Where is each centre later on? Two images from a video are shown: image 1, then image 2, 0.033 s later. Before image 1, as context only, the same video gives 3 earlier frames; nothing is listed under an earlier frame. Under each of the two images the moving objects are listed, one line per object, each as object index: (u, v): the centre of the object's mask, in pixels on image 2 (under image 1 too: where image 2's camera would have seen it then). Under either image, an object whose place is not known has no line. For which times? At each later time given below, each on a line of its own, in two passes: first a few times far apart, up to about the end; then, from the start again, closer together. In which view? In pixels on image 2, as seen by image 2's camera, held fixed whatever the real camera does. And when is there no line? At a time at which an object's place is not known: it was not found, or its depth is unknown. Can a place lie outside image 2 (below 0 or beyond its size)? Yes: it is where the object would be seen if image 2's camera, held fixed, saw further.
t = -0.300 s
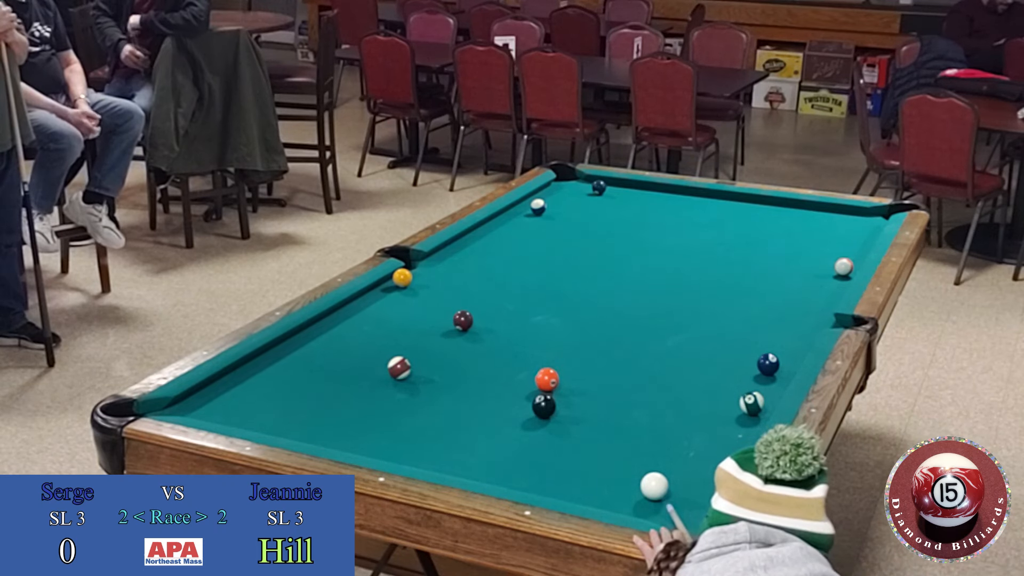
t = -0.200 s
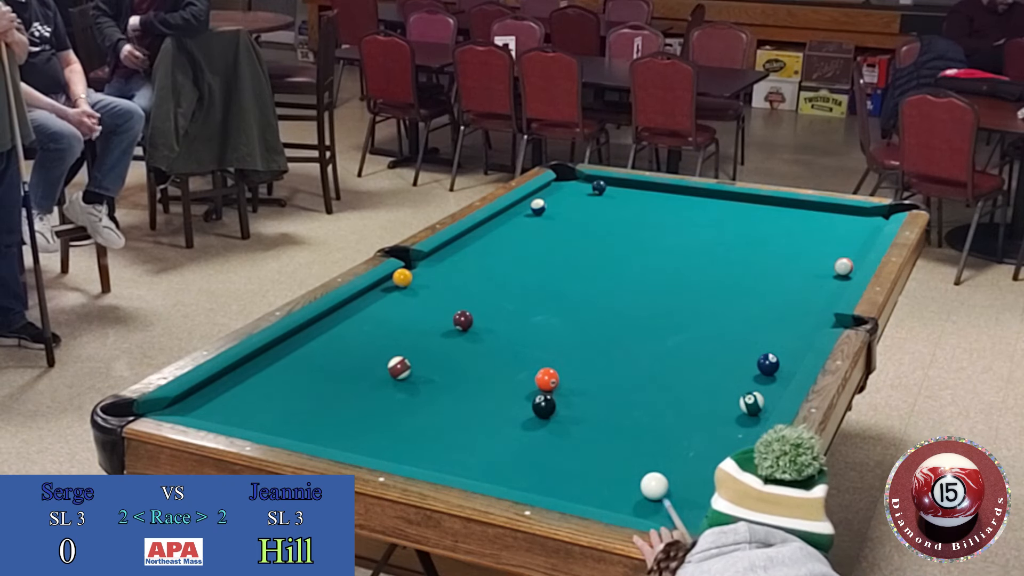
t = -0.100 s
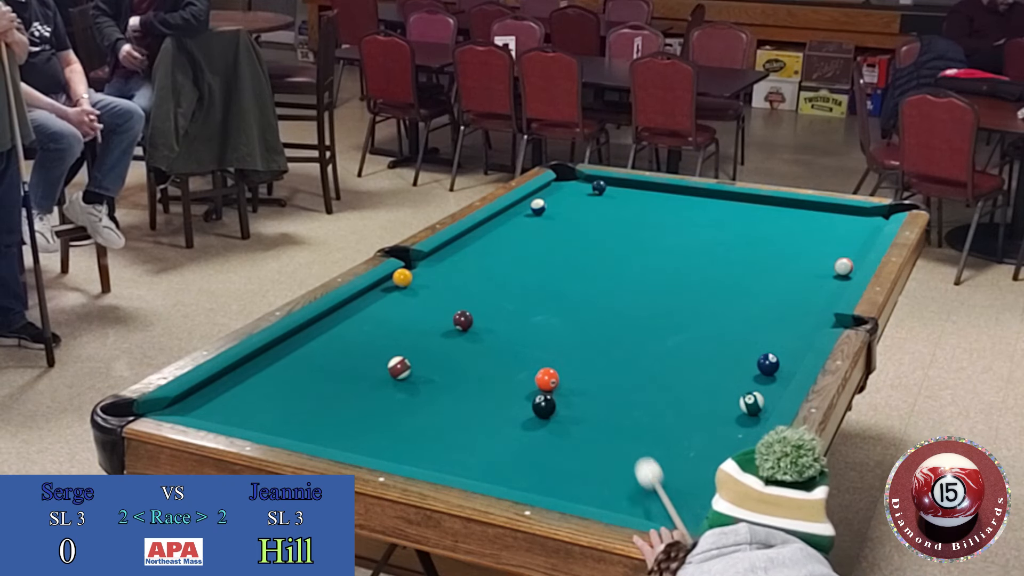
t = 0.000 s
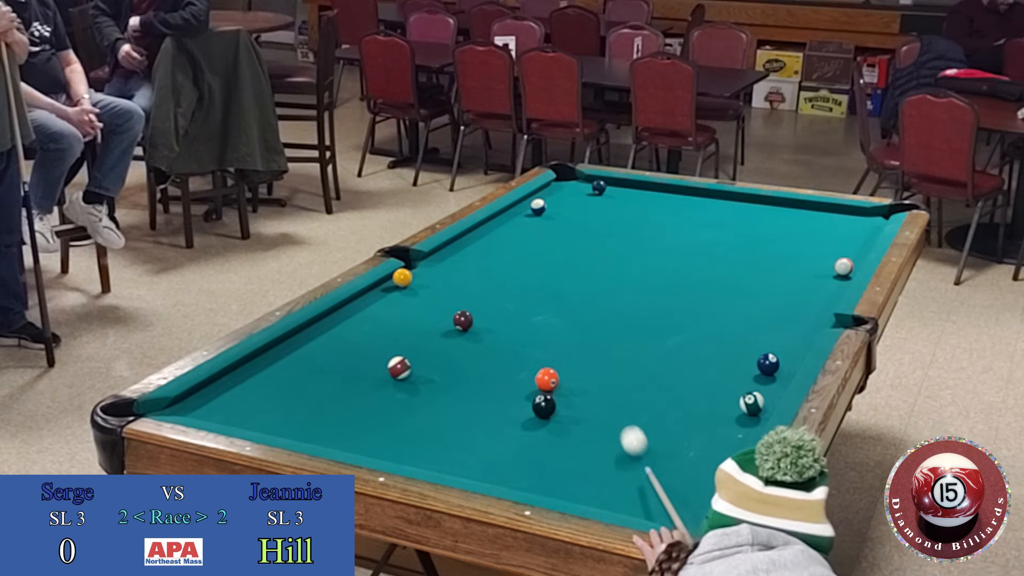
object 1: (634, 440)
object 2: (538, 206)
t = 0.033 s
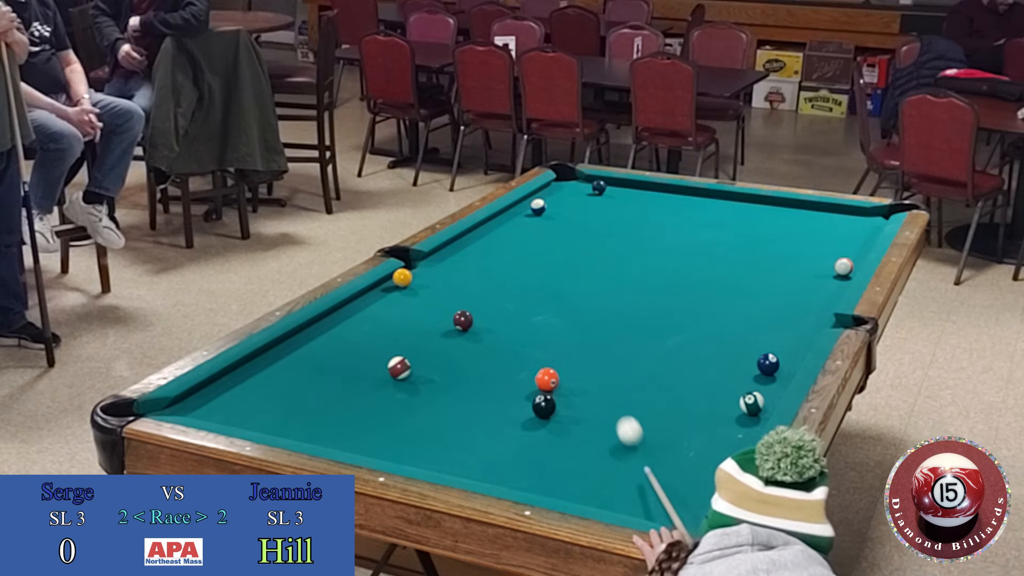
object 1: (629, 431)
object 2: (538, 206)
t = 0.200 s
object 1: (609, 386)
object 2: (538, 206)
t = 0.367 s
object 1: (592, 349)
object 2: (538, 206)
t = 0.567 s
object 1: (575, 310)
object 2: (538, 206)
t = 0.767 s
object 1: (561, 278)
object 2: (538, 206)
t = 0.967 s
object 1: (549, 250)
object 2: (538, 206)
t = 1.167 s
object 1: (538, 226)
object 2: (538, 206)
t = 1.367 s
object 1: (523, 209)
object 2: (543, 203)
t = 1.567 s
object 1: (530, 208)
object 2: (559, 194)
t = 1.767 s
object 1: (552, 208)
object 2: (573, 185)
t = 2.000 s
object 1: (576, 209)
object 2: (585, 179)
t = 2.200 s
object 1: (595, 209)
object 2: (577, 181)
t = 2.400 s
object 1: (613, 210)
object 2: (570, 184)
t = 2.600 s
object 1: (631, 211)
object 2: (562, 189)
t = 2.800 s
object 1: (647, 212)
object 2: (555, 193)
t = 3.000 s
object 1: (663, 213)
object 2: (549, 196)
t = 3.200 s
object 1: (678, 213)
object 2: (542, 200)
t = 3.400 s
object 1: (692, 214)
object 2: (535, 203)
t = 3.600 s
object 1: (705, 215)
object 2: (530, 205)
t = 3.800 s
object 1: (717, 215)
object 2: (523, 210)
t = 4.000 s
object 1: (728, 216)
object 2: (518, 211)
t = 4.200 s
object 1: (739, 217)
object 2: (512, 215)
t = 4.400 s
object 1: (748, 217)
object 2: (508, 217)
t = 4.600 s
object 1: (757, 218)
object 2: (503, 220)
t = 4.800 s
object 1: (764, 218)
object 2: (499, 222)
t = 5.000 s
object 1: (771, 219)
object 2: (496, 224)
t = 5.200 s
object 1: (777, 220)
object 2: (493, 226)
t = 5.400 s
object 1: (781, 220)
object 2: (491, 228)
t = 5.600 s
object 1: (784, 220)
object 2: (490, 229)
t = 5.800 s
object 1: (787, 220)
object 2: (489, 230)
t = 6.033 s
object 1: (790, 221)
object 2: (487, 231)
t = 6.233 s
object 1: (791, 221)
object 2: (485, 232)
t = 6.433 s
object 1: (791, 221)
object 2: (484, 233)
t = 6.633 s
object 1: (791, 221)
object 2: (484, 233)
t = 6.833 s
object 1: (791, 221)
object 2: (484, 233)
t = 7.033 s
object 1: (791, 221)
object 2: (484, 233)
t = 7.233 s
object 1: (791, 221)
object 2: (484, 232)
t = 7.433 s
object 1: (791, 221)
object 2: (484, 233)
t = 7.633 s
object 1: (790, 221)
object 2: (484, 233)
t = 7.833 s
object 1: (791, 221)
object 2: (484, 233)
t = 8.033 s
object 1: (791, 221)
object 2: (484, 233)
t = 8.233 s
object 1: (791, 221)
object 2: (484, 233)
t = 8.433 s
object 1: (791, 221)
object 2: (484, 233)
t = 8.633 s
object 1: (791, 221)
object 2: (484, 233)
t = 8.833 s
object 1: (790, 221)
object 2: (484, 233)
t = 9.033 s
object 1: (790, 221)
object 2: (484, 233)
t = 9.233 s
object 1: (790, 221)
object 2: (484, 233)
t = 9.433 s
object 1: (790, 221)
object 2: (484, 233)
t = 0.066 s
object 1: (625, 421)
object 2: (538, 206)
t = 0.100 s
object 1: (621, 412)
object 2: (538, 206)
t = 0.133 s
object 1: (617, 403)
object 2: (538, 206)
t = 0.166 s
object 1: (613, 395)
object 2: (538, 206)
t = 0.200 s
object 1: (609, 386)
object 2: (538, 206)
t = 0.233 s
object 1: (606, 378)
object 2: (538, 206)
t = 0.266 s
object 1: (602, 371)
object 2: (538, 206)
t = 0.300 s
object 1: (599, 363)
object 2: (538, 206)
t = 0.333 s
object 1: (596, 356)
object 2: (538, 206)
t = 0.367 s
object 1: (592, 349)
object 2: (538, 206)
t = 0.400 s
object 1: (589, 342)
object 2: (538, 206)
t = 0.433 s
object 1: (586, 335)
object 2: (538, 206)
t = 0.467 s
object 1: (584, 329)
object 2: (538, 206)
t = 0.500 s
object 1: (581, 322)
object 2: (538, 206)
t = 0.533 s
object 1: (578, 317)
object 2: (538, 206)
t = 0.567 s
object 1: (575, 310)
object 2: (538, 206)
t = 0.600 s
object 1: (573, 305)
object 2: (538, 206)
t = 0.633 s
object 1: (570, 299)
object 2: (538, 206)
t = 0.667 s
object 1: (568, 294)
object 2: (538, 206)
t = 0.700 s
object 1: (566, 288)
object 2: (538, 206)
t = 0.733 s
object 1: (563, 283)
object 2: (538, 206)
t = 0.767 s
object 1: (561, 278)
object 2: (538, 206)
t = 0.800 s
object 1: (559, 273)
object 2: (538, 206)
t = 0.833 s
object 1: (557, 268)
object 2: (538, 206)
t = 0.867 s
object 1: (555, 264)
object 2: (538, 206)
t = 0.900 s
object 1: (553, 259)
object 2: (538, 206)
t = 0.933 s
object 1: (551, 255)
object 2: (538, 206)
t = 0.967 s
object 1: (549, 250)
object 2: (538, 206)
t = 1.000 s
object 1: (547, 246)
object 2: (538, 206)
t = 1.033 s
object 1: (545, 242)
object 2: (538, 206)
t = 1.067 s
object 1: (543, 238)
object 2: (538, 206)
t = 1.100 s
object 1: (542, 234)
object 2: (538, 206)
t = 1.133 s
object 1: (540, 230)
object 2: (538, 206)
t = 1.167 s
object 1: (538, 226)
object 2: (538, 206)
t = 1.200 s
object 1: (537, 223)
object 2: (538, 206)
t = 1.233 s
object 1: (535, 219)
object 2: (538, 205)
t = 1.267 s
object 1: (534, 216)
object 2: (539, 204)
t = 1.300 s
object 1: (532, 212)
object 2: (540, 204)
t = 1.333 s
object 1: (528, 210)
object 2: (541, 204)
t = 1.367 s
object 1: (523, 209)
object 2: (543, 203)
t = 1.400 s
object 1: (518, 208)
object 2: (547, 200)
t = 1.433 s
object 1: (515, 207)
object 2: (550, 199)
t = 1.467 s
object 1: (519, 207)
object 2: (554, 195)
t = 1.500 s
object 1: (523, 207)
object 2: (555, 196)
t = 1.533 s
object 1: (526, 208)
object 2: (557, 195)
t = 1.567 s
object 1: (530, 208)
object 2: (559, 194)
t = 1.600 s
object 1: (534, 208)
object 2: (562, 192)
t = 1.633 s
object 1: (538, 208)
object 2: (564, 190)
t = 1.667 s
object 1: (541, 208)
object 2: (566, 189)
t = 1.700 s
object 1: (545, 208)
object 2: (569, 188)
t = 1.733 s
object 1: (548, 208)
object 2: (571, 186)
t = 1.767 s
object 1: (552, 208)
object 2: (573, 185)
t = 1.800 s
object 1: (555, 209)
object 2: (575, 183)
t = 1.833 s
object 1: (559, 208)
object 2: (577, 183)
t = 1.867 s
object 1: (562, 208)
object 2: (579, 181)
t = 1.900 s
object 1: (565, 209)
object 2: (581, 180)
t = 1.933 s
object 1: (569, 209)
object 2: (584, 178)
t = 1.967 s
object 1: (572, 209)
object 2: (585, 179)
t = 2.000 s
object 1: (576, 209)
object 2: (585, 179)
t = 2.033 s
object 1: (579, 209)
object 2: (584, 179)
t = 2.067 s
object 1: (582, 209)
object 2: (583, 179)
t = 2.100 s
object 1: (585, 209)
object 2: (581, 179)
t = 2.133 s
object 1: (588, 209)
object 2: (580, 179)
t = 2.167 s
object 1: (592, 209)
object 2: (578, 180)
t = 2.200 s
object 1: (595, 209)
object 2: (577, 181)
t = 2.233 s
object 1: (598, 210)
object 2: (576, 182)
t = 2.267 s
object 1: (601, 210)
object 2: (575, 183)
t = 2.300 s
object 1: (604, 210)
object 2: (574, 183)
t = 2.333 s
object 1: (607, 210)
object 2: (572, 183)
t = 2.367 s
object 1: (610, 210)
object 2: (571, 184)
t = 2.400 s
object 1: (613, 210)
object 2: (570, 184)
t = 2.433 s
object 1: (616, 210)
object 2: (568, 185)
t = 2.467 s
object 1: (619, 211)
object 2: (567, 186)
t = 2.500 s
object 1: (622, 211)
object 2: (566, 188)
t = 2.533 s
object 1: (625, 211)
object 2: (565, 188)
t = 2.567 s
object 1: (628, 211)
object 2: (564, 189)
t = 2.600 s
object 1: (631, 211)
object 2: (562, 189)
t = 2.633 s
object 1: (634, 211)
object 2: (561, 189)
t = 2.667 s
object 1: (636, 211)
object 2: (560, 189)
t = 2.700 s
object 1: (639, 211)
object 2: (559, 190)
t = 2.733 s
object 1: (642, 212)
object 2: (557, 191)
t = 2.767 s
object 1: (644, 212)
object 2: (556, 192)
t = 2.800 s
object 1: (647, 212)
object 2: (555, 193)
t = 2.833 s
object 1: (650, 212)
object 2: (554, 194)
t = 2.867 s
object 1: (653, 212)
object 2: (553, 194)
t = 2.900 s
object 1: (655, 212)
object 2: (552, 194)
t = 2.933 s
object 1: (658, 212)
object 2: (551, 194)
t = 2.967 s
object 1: (660, 212)
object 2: (550, 195)
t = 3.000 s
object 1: (663, 213)
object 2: (549, 196)
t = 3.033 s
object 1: (665, 213)
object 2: (547, 197)
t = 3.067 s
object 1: (668, 213)
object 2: (546, 198)
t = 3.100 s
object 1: (671, 213)
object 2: (545, 199)
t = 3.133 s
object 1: (673, 213)
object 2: (544, 199)
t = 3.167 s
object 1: (675, 213)
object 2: (543, 199)
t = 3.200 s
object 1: (678, 213)
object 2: (542, 200)
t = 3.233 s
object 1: (680, 213)
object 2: (541, 200)
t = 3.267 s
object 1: (683, 213)
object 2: (540, 200)
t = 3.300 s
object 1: (685, 214)
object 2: (539, 201)
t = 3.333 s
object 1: (687, 214)
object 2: (538, 202)
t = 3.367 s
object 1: (690, 214)
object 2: (536, 203)
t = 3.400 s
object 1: (692, 214)
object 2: (535, 203)
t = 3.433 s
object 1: (694, 214)
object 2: (534, 204)
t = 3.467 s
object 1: (696, 214)
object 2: (534, 204)
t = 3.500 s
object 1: (698, 214)
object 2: (533, 205)
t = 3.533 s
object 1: (701, 214)
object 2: (532, 205)
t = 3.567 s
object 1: (703, 215)
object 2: (531, 205)
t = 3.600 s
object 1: (705, 215)
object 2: (530, 205)
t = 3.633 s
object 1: (707, 215)
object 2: (528, 206)
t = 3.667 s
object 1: (709, 215)
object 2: (527, 207)
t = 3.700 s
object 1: (711, 215)
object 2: (526, 207)
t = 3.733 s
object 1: (713, 215)
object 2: (525, 208)
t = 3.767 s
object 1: (715, 215)
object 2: (524, 209)
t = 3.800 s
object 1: (717, 215)
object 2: (523, 210)
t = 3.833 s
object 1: (719, 216)
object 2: (522, 210)
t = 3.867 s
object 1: (721, 216)
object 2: (521, 211)
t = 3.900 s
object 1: (723, 216)
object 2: (521, 210)
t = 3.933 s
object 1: (725, 216)
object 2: (520, 211)
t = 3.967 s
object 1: (726, 216)
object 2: (519, 211)
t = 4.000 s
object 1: (728, 216)
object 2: (518, 211)
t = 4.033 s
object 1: (730, 216)
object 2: (517, 212)
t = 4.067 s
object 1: (732, 216)
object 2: (516, 213)
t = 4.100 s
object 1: (734, 216)
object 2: (515, 213)
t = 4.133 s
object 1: (735, 216)
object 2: (514, 214)
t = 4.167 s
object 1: (737, 217)
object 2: (513, 215)
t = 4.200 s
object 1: (739, 217)
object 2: (512, 215)
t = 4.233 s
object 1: (740, 217)
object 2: (512, 216)
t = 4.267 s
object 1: (742, 217)
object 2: (511, 216)
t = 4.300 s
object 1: (743, 217)
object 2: (511, 216)
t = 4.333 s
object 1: (745, 217)
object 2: (510, 216)
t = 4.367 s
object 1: (746, 217)
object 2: (509, 217)
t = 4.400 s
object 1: (748, 217)
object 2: (508, 217)
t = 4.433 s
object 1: (750, 218)
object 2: (508, 217)
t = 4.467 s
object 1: (751, 218)
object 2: (506, 217)
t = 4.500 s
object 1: (753, 218)
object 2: (505, 218)
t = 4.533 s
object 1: (754, 218)
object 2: (505, 219)
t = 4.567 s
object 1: (755, 218)
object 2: (504, 219)
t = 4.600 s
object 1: (757, 218)
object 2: (503, 220)
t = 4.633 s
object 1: (758, 218)
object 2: (502, 220)
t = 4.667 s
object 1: (759, 218)
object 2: (501, 221)
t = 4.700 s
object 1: (761, 218)
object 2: (501, 222)
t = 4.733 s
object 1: (762, 218)
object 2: (501, 222)
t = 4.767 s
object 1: (763, 218)
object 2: (500, 222)
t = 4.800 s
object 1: (764, 218)
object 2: (499, 222)
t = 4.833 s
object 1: (765, 219)
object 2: (499, 223)
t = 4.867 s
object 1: (767, 219)
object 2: (498, 223)
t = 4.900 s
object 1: (768, 219)
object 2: (498, 223)
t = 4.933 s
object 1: (769, 219)
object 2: (497, 223)
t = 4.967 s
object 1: (770, 219)
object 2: (497, 223)
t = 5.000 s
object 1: (771, 219)
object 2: (496, 224)
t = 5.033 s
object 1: (772, 219)
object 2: (496, 224)
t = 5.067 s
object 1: (773, 219)
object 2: (495, 224)
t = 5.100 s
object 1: (774, 219)
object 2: (495, 225)
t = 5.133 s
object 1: (775, 219)
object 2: (495, 225)
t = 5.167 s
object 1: (776, 219)
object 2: (494, 226)
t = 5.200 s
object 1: (777, 220)
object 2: (493, 226)
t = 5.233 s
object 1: (777, 220)
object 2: (493, 227)
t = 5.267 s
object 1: (778, 220)
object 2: (492, 227)
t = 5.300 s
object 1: (779, 220)
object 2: (492, 228)
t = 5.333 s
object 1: (780, 220)
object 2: (491, 228)
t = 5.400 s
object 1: (781, 220)
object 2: (491, 228)
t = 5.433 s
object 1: (781, 220)
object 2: (491, 229)
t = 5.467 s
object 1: (782, 220)
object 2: (491, 229)
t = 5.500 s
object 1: (782, 220)
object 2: (491, 229)
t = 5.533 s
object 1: (783, 220)
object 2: (491, 229)
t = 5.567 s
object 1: (784, 220)
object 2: (491, 229)
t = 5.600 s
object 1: (784, 220)
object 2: (490, 229)
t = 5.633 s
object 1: (785, 220)
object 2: (490, 230)
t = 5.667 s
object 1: (785, 220)
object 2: (490, 230)
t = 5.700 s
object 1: (786, 220)
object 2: (490, 230)
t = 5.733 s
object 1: (786, 220)
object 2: (489, 230)
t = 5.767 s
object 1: (787, 220)
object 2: (489, 230)
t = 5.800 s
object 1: (787, 220)
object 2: (489, 230)
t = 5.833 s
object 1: (788, 221)
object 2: (488, 230)
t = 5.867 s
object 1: (788, 221)
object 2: (488, 231)
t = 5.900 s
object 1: (789, 221)
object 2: (488, 231)
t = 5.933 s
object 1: (789, 221)
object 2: (488, 231)
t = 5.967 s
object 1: (789, 221)
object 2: (488, 231)
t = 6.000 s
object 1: (789, 221)
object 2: (487, 231)
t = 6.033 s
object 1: (790, 221)
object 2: (487, 231)
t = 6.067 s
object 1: (790, 221)
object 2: (487, 231)
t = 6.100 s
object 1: (790, 221)
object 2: (486, 232)
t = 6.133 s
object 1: (791, 221)
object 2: (486, 232)
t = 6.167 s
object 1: (791, 221)
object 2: (486, 232)
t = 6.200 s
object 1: (791, 221)
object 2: (486, 232)
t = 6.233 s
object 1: (791, 221)
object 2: (485, 232)
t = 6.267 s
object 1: (791, 221)
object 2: (485, 232)
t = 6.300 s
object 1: (791, 221)
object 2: (485, 232)
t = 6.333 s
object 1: (791, 221)
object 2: (485, 233)
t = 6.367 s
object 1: (791, 221)
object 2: (485, 232)
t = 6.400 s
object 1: (791, 221)
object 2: (484, 233)
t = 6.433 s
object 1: (791, 221)
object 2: (484, 233)
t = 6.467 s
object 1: (791, 221)
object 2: (484, 233)
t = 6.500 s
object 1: (791, 221)
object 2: (484, 233)
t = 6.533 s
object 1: (791, 221)
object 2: (484, 233)
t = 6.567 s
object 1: (791, 221)
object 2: (484, 233)
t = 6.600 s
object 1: (791, 221)
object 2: (484, 233)
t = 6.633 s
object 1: (791, 221)
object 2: (484, 233)
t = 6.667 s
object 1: (791, 221)
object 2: (484, 233)
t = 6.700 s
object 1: (791, 221)
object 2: (484, 232)
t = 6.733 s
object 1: (791, 221)
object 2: (484, 233)
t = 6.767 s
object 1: (791, 221)
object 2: (484, 233)
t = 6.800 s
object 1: (791, 221)
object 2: (484, 233)
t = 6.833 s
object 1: (791, 221)
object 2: (484, 233)
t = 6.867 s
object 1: (791, 221)
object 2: (484, 233)
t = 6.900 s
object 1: (791, 221)
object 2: (484, 233)
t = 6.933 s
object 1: (791, 221)
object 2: (484, 232)
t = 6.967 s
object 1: (791, 221)
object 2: (484, 232)
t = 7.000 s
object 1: (791, 221)
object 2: (484, 232)
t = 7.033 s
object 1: (791, 221)
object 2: (484, 233)
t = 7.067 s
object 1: (791, 221)
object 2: (484, 233)
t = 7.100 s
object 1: (791, 221)
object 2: (484, 232)
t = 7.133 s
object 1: (791, 221)
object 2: (484, 232)
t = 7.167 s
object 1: (791, 221)
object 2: (484, 232)
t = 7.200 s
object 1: (791, 221)
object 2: (484, 233)
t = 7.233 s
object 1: (791, 221)
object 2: (484, 232)
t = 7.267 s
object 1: (791, 221)
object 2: (484, 232)
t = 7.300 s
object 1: (791, 221)
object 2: (484, 232)
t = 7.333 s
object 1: (791, 221)
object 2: (484, 233)
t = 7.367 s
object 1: (791, 221)
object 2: (484, 233)
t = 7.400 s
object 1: (791, 221)
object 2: (484, 232)
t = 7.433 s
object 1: (791, 221)
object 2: (484, 233)
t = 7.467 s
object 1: (791, 221)
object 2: (484, 233)
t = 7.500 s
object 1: (791, 221)
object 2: (484, 233)
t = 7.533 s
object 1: (791, 221)
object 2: (484, 233)
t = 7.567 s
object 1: (791, 221)
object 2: (484, 233)
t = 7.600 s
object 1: (790, 221)
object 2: (484, 233)
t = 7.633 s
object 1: (790, 221)
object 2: (484, 233)
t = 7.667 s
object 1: (790, 221)
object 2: (484, 233)
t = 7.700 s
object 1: (791, 221)
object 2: (484, 233)
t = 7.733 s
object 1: (790, 221)
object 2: (484, 233)
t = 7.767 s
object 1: (791, 221)
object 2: (484, 233)
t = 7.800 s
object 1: (791, 221)
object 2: (484, 233)
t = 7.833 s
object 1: (791, 221)
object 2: (484, 233)
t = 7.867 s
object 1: (791, 221)
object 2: (484, 233)
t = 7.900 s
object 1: (791, 221)
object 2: (484, 233)
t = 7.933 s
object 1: (791, 221)
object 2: (484, 233)
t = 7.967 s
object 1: (791, 221)
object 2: (484, 233)
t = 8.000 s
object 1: (791, 221)
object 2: (484, 233)
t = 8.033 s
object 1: (791, 221)
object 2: (484, 233)
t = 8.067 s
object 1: (791, 221)
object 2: (484, 233)
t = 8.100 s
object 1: (791, 221)
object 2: (484, 233)
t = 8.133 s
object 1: (791, 221)
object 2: (484, 233)
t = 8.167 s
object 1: (791, 221)
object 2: (484, 233)
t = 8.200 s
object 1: (791, 221)
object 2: (484, 233)
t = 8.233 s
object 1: (791, 221)
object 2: (484, 233)
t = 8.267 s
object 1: (791, 221)
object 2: (484, 233)
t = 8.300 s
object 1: (791, 221)
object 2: (484, 233)
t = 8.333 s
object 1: (791, 221)
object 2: (484, 233)
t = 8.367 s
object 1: (791, 221)
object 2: (484, 233)
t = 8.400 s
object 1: (791, 221)
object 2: (484, 233)
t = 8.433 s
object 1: (791, 221)
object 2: (484, 233)
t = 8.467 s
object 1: (791, 221)
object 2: (484, 233)
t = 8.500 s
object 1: (791, 221)
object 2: (484, 233)
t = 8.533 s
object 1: (791, 221)
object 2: (484, 233)
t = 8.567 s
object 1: (791, 221)
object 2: (484, 233)
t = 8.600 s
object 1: (791, 221)
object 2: (484, 233)
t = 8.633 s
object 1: (791, 221)
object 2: (484, 233)
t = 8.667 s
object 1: (791, 221)
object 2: (484, 233)
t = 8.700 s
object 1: (791, 221)
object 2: (484, 233)
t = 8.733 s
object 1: (791, 221)
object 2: (484, 233)
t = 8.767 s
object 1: (791, 221)
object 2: (484, 233)
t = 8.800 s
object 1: (790, 221)
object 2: (484, 233)
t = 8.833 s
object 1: (790, 221)
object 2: (484, 233)
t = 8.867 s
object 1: (790, 221)
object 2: (484, 233)
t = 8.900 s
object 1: (790, 221)
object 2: (484, 233)
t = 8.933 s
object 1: (790, 221)
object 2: (484, 233)
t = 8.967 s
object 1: (790, 221)
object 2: (484, 233)
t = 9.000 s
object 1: (790, 221)
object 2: (484, 233)
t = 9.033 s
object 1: (790, 221)
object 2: (484, 233)
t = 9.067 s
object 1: (790, 221)
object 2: (484, 233)
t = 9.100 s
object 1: (790, 221)
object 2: (484, 233)
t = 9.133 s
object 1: (790, 221)
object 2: (484, 233)
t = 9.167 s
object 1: (790, 221)
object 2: (484, 233)
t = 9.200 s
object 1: (790, 221)
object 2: (484, 233)
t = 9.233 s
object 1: (790, 221)
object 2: (484, 233)
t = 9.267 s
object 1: (790, 221)
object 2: (484, 233)
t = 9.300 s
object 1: (790, 221)
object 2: (484, 233)
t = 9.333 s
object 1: (790, 221)
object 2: (484, 233)
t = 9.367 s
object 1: (791, 221)
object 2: (484, 233)
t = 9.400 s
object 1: (790, 221)
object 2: (484, 233)
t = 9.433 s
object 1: (790, 221)
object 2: (484, 233)
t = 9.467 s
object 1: (790, 221)
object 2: (484, 233)
